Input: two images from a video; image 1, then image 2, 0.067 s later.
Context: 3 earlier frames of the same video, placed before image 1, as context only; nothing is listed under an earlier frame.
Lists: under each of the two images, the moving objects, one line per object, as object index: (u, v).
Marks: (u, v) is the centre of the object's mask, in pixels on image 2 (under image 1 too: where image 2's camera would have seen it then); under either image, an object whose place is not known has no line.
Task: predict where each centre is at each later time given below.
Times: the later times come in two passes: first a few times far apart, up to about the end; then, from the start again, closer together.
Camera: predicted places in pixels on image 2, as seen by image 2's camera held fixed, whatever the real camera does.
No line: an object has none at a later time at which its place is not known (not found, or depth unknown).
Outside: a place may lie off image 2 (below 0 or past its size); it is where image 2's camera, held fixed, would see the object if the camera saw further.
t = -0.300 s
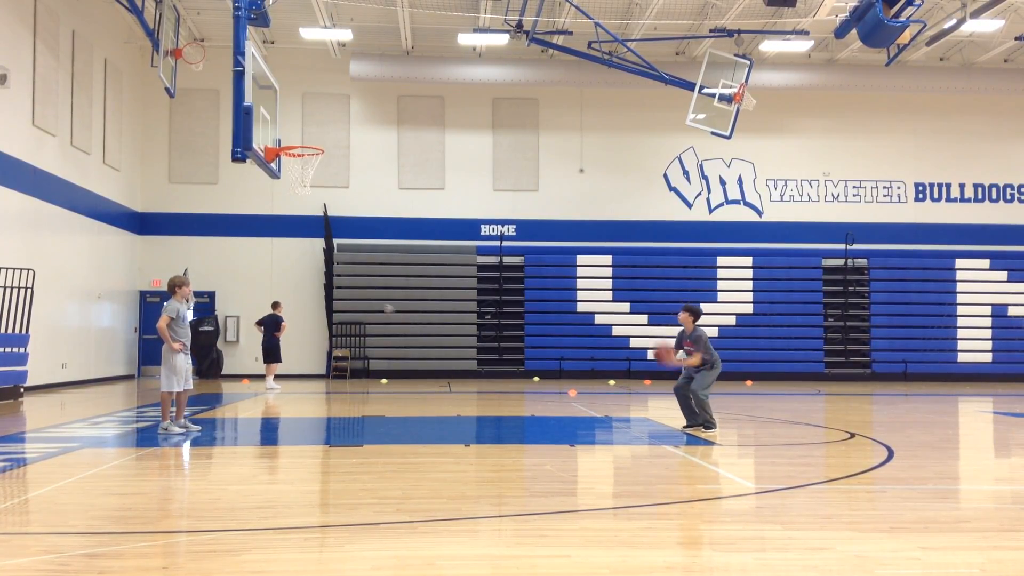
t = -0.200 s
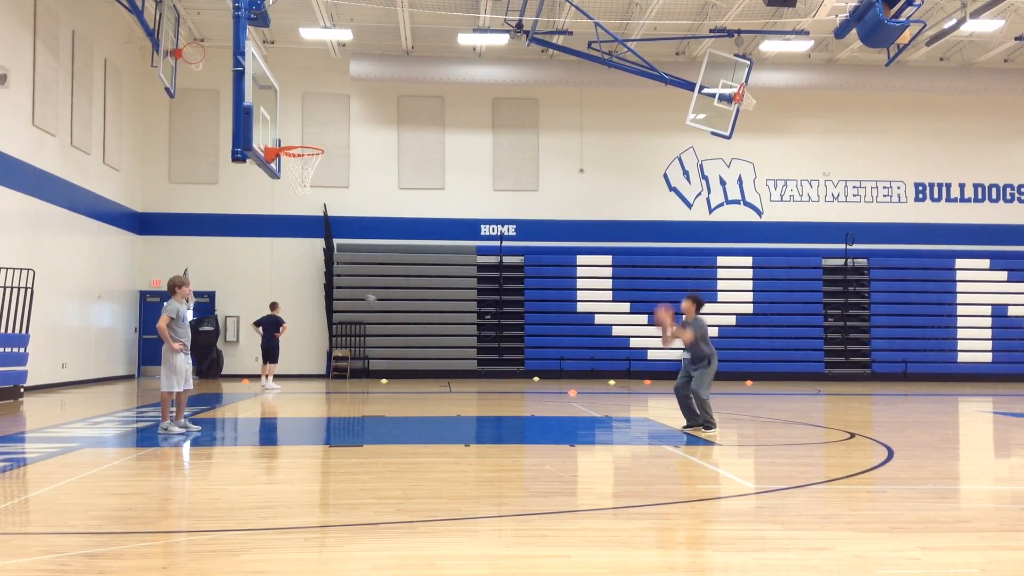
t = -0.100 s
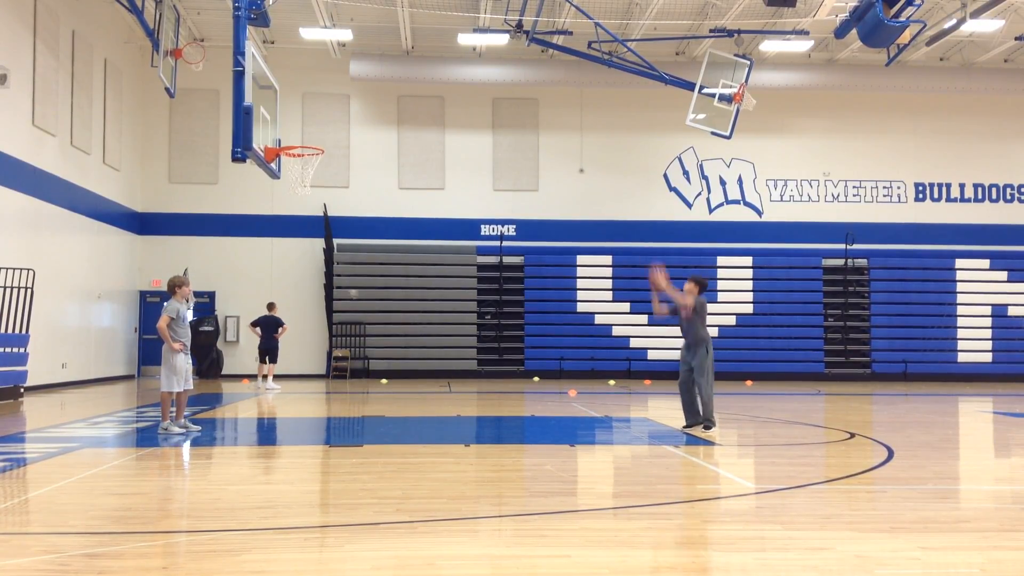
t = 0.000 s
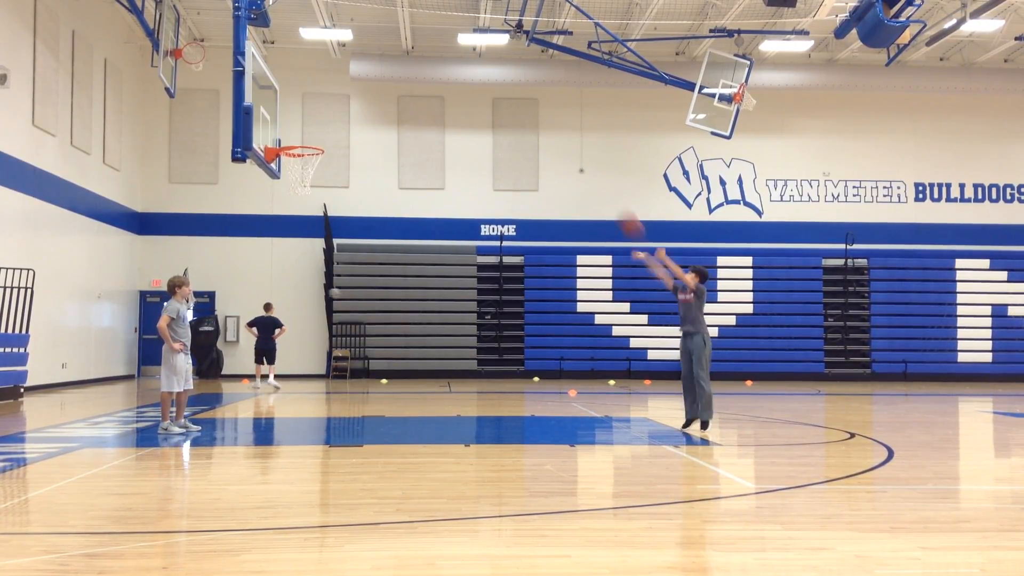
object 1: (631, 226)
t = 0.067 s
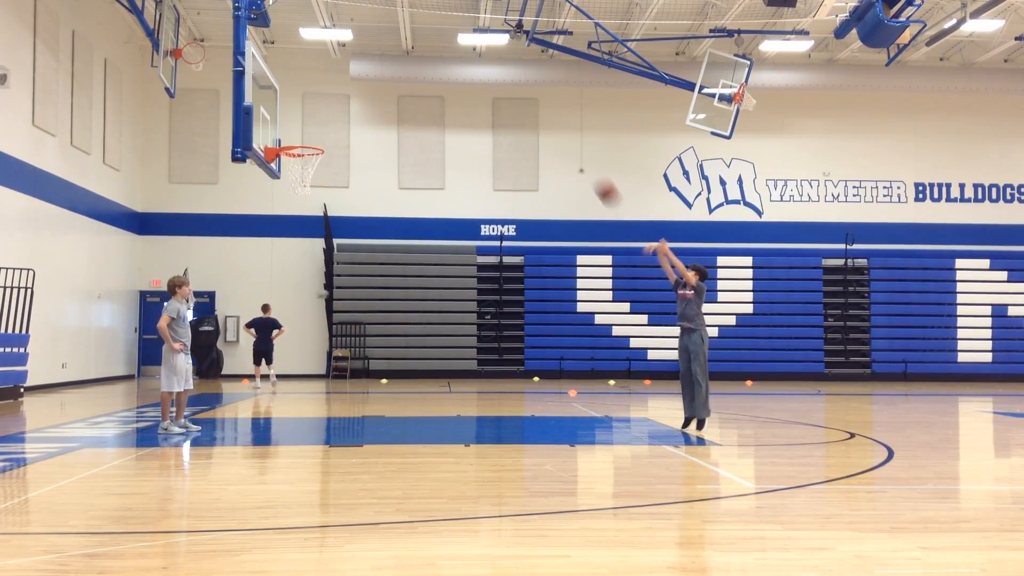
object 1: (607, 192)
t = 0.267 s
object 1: (538, 116)
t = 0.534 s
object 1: (447, 66)
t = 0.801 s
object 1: (356, 79)
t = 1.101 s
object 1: (285, 128)
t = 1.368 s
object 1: (322, 123)
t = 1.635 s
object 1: (359, 179)
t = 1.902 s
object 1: (396, 295)
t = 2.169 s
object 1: (421, 380)
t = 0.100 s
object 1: (595, 177)
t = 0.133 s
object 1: (584, 163)
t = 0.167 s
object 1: (572, 150)
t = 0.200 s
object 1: (561, 138)
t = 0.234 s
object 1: (550, 127)
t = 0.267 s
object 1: (538, 116)
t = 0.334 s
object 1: (515, 99)
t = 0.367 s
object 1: (504, 91)
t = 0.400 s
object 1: (492, 84)
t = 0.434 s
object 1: (482, 79)
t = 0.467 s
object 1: (470, 74)
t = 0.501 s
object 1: (458, 69)
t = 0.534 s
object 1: (447, 66)
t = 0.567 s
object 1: (436, 64)
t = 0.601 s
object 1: (424, 64)
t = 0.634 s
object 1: (412, 64)
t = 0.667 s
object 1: (401, 65)
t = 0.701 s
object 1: (390, 67)
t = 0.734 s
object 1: (378, 71)
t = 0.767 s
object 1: (366, 75)
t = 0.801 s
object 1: (356, 79)
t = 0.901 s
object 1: (321, 100)
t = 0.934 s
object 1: (309, 109)
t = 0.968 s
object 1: (298, 119)
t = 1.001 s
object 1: (287, 129)
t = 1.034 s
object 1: (277, 137)
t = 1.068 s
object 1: (281, 132)
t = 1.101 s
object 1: (285, 128)
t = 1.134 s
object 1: (290, 124)
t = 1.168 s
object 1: (295, 121)
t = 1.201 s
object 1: (299, 119)
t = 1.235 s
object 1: (304, 118)
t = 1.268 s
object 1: (309, 117)
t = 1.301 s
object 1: (313, 118)
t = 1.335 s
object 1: (318, 120)
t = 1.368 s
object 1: (322, 123)
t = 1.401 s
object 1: (327, 126)
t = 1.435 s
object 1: (331, 131)
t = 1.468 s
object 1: (336, 136)
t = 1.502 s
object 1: (341, 143)
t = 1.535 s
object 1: (345, 150)
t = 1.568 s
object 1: (350, 158)
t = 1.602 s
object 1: (354, 167)
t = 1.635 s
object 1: (359, 179)
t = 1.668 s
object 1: (364, 190)
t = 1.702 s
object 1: (368, 202)
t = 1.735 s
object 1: (373, 215)
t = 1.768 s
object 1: (378, 229)
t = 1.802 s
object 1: (382, 242)
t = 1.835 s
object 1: (387, 260)
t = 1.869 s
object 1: (391, 275)
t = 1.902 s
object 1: (396, 295)
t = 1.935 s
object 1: (400, 313)
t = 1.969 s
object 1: (404, 332)
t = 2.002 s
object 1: (409, 353)
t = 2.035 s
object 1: (413, 374)
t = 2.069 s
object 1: (417, 398)
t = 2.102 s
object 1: (420, 414)
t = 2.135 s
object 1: (420, 399)
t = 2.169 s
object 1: (421, 380)
